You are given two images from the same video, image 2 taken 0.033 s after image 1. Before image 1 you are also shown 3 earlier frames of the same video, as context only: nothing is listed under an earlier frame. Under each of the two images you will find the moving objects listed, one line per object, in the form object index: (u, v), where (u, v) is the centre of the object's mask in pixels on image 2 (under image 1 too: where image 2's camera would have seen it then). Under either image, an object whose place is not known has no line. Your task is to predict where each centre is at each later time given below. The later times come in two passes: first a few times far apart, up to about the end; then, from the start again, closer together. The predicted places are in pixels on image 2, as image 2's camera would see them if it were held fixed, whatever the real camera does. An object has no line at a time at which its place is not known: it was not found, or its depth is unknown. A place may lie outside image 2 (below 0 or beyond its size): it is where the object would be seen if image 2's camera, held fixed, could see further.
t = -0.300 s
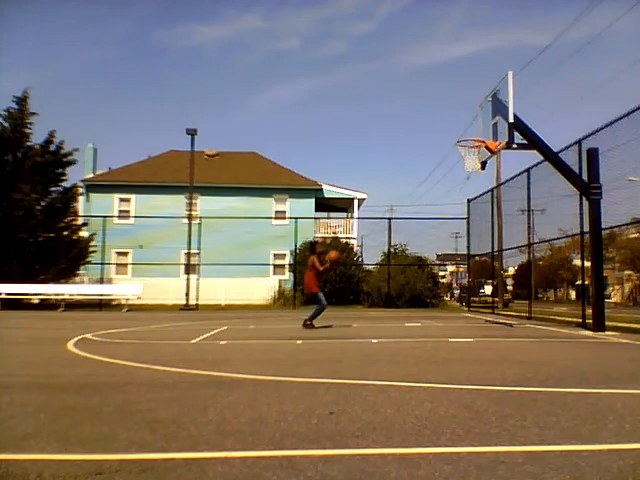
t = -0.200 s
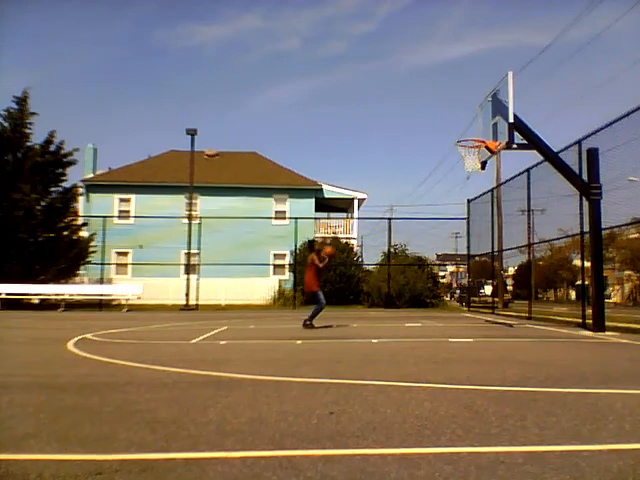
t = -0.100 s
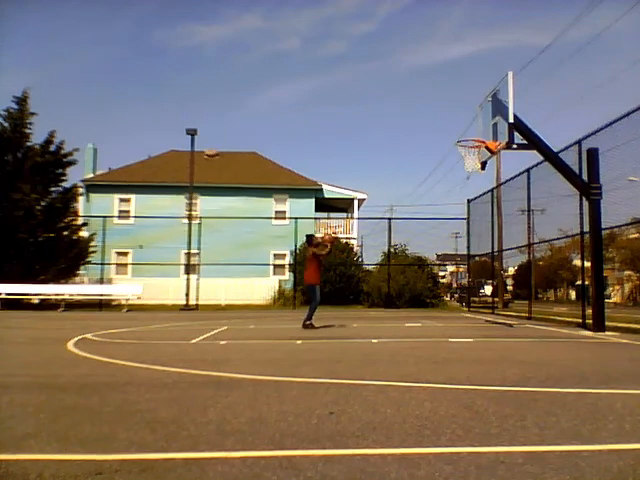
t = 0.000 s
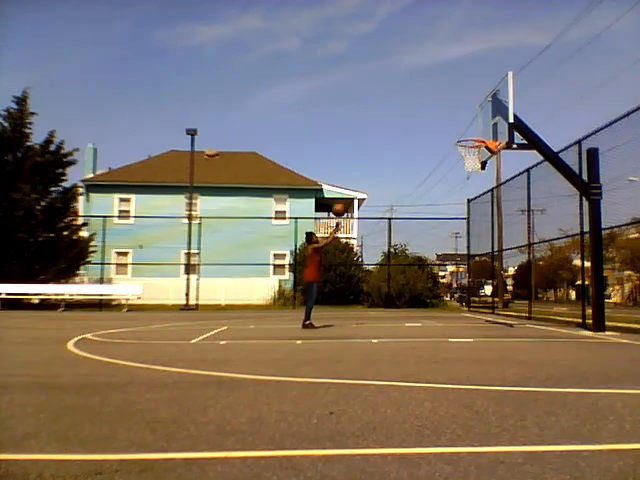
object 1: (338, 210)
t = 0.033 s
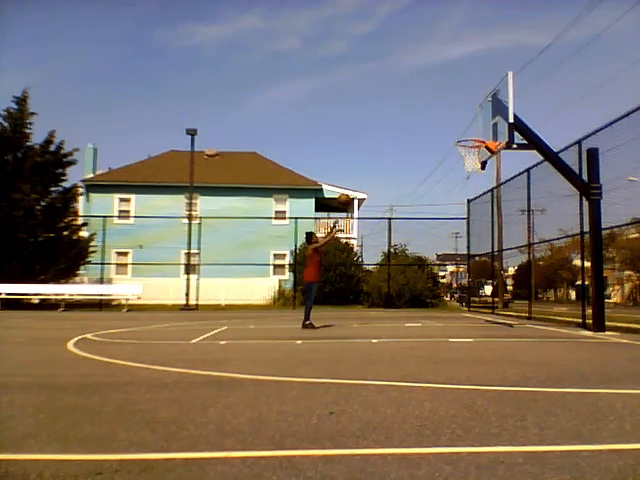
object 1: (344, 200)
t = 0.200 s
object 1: (368, 156)
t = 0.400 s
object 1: (399, 123)
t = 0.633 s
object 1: (434, 111)
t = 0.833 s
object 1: (466, 125)
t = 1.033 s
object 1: (460, 137)
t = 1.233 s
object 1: (446, 128)
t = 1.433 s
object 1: (432, 142)
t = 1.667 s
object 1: (416, 186)
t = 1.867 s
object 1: (404, 248)
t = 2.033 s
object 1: (394, 318)
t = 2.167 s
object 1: (382, 283)
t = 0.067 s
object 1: (349, 190)
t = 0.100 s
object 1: (354, 180)
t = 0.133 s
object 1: (359, 172)
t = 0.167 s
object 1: (363, 164)
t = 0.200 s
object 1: (368, 156)
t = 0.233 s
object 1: (374, 149)
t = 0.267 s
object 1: (378, 143)
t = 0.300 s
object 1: (384, 136)
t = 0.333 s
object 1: (389, 132)
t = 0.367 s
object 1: (393, 127)
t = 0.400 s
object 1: (399, 123)
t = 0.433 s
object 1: (404, 119)
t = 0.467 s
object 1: (409, 116)
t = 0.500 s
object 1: (414, 114)
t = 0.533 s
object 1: (419, 112)
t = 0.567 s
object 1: (424, 111)
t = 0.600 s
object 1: (429, 111)
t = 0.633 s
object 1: (434, 111)
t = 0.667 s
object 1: (439, 112)
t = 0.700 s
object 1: (445, 113)
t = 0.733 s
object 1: (450, 115)
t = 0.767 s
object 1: (455, 118)
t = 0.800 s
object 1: (461, 121)
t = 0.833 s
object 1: (466, 125)
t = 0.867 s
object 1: (472, 130)
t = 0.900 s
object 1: (477, 134)
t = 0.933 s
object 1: (476, 137)
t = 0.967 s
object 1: (470, 137)
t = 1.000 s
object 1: (464, 138)
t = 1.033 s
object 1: (460, 137)
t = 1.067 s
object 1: (457, 134)
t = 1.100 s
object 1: (455, 132)
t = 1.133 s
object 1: (453, 130)
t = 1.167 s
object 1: (451, 129)
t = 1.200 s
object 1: (448, 128)
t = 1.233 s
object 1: (446, 128)
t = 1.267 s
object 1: (443, 129)
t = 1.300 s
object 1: (441, 130)
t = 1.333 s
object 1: (439, 132)
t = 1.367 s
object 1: (436, 135)
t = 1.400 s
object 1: (434, 138)
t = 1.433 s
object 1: (432, 142)
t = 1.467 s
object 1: (429, 147)
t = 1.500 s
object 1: (427, 152)
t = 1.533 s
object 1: (425, 157)
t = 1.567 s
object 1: (423, 164)
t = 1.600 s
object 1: (420, 171)
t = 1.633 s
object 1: (418, 178)
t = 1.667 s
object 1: (416, 186)
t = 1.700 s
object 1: (414, 195)
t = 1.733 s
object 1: (412, 204)
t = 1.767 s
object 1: (410, 215)
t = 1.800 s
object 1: (407, 225)
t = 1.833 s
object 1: (406, 237)
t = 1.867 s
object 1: (404, 248)
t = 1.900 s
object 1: (402, 259)
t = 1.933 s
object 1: (401, 273)
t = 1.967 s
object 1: (398, 287)
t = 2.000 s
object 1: (396, 302)
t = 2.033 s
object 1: (394, 318)
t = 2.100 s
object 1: (389, 304)
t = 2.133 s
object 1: (386, 293)
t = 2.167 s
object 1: (382, 283)
